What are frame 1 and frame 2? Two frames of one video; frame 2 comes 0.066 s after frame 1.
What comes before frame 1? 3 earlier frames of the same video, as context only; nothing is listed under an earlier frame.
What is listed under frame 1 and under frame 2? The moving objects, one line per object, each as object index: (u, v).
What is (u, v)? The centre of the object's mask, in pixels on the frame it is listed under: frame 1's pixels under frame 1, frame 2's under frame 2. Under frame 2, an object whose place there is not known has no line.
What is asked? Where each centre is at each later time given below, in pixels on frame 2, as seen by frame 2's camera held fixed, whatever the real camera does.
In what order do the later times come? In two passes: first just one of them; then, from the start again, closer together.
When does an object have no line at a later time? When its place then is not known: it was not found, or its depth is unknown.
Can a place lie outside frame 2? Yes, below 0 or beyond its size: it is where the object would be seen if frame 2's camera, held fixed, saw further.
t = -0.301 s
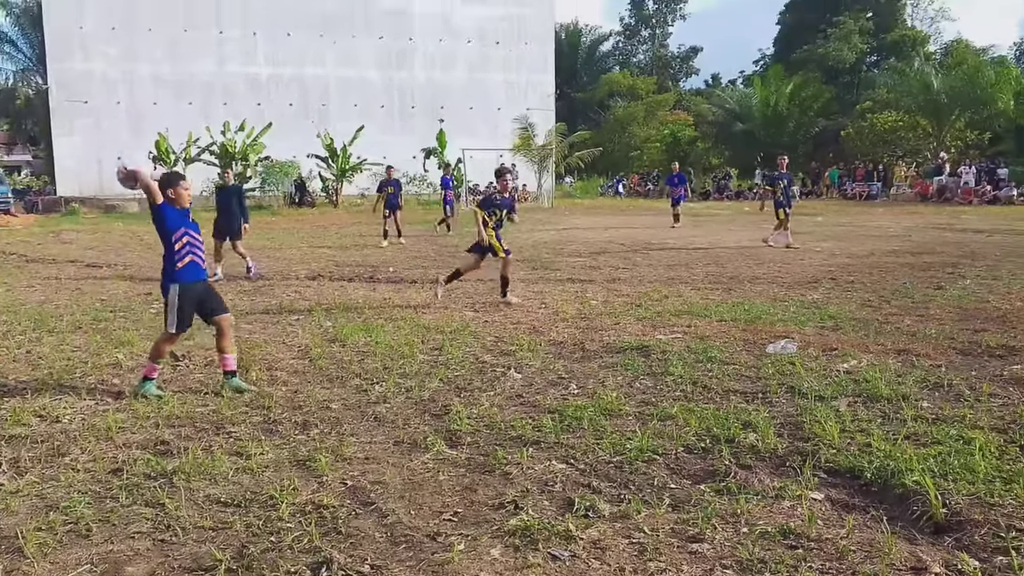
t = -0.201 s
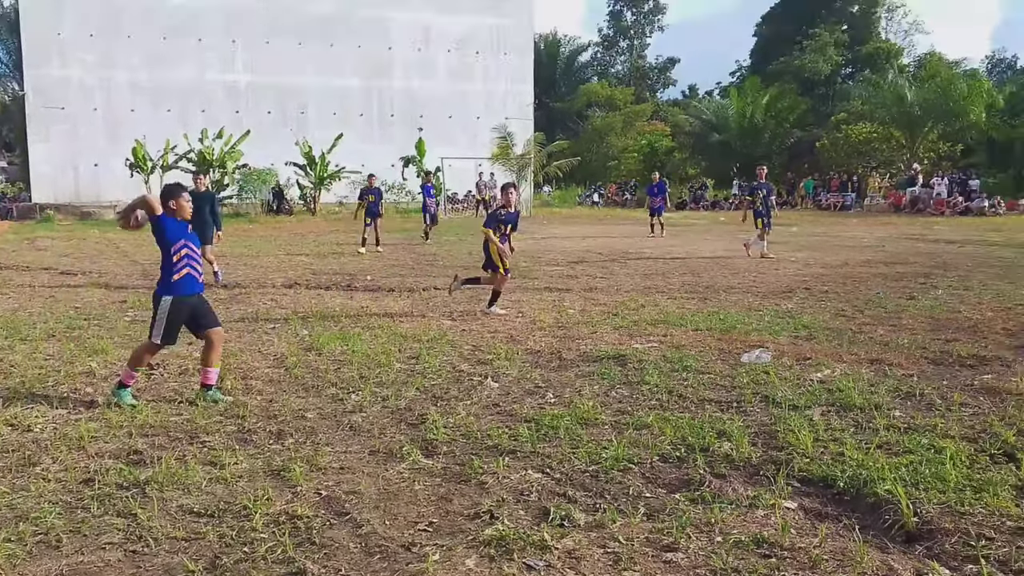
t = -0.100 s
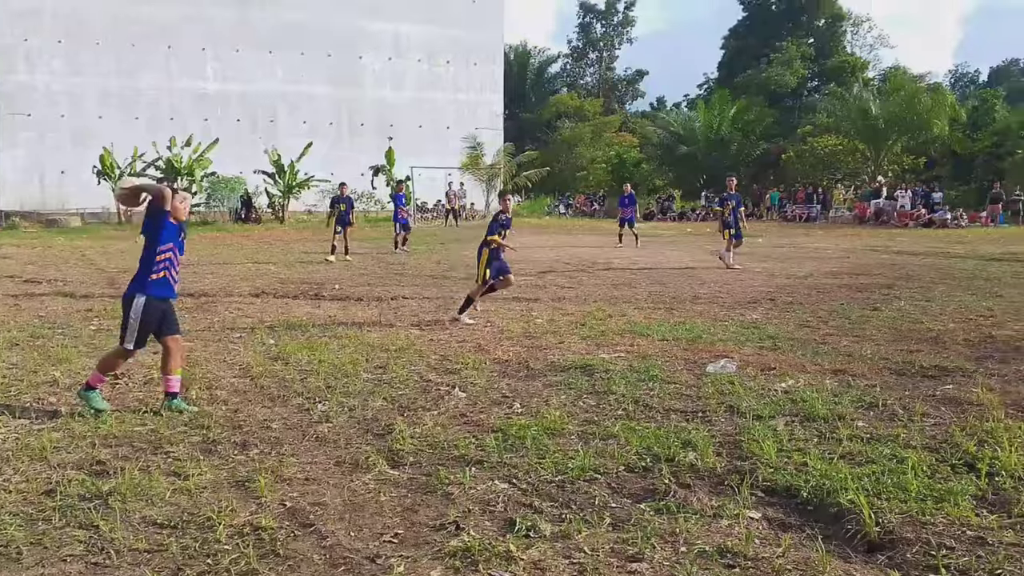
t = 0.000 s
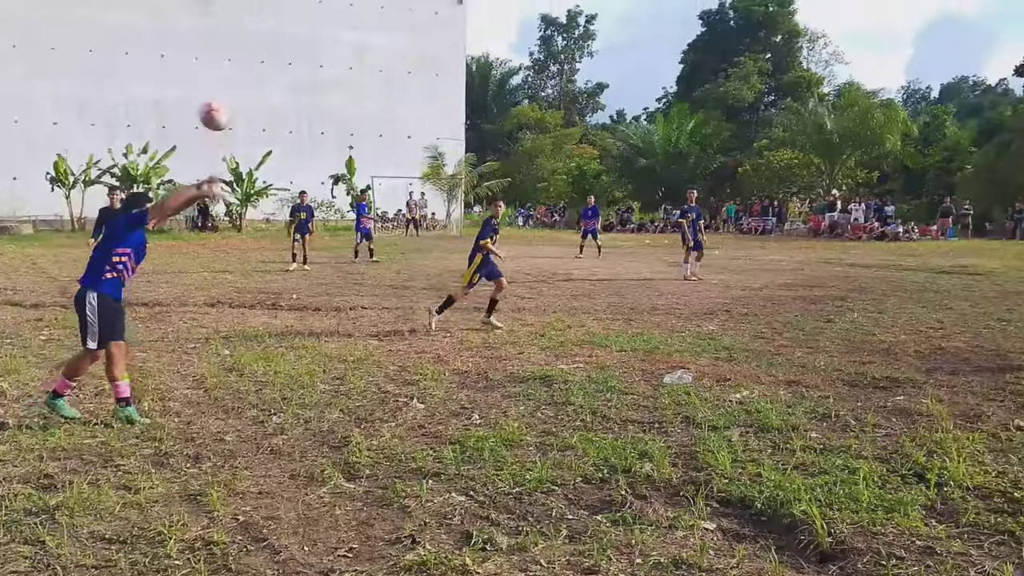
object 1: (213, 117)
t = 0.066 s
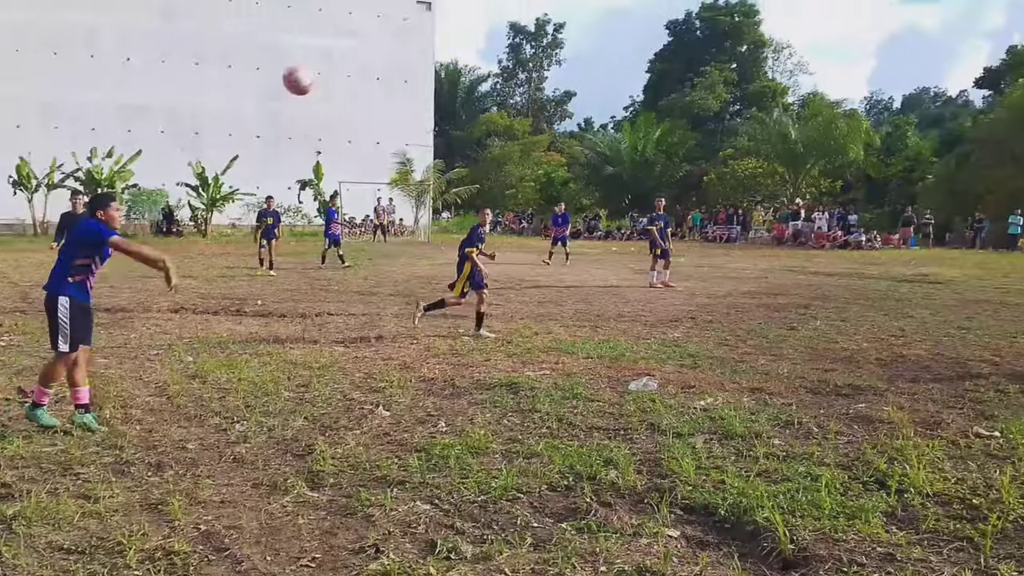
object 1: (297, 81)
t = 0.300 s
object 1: (666, -2)
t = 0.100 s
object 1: (352, 64)
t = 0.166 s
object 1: (462, 35)
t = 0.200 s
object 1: (514, 24)
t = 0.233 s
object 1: (566, 15)
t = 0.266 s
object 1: (617, 5)
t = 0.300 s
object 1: (666, -2)
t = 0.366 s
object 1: (762, -13)
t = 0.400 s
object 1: (809, -15)
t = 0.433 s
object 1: (854, -16)
